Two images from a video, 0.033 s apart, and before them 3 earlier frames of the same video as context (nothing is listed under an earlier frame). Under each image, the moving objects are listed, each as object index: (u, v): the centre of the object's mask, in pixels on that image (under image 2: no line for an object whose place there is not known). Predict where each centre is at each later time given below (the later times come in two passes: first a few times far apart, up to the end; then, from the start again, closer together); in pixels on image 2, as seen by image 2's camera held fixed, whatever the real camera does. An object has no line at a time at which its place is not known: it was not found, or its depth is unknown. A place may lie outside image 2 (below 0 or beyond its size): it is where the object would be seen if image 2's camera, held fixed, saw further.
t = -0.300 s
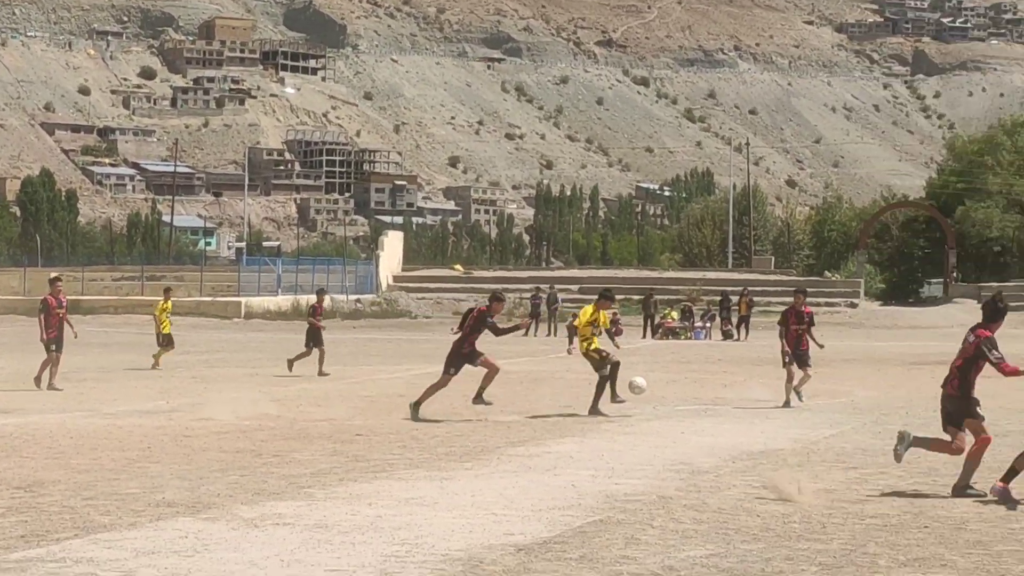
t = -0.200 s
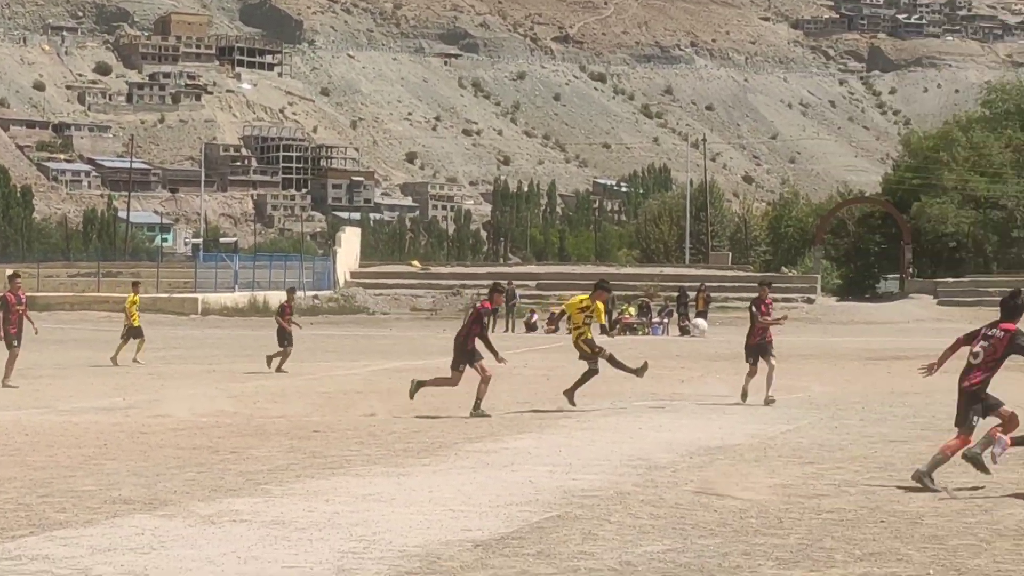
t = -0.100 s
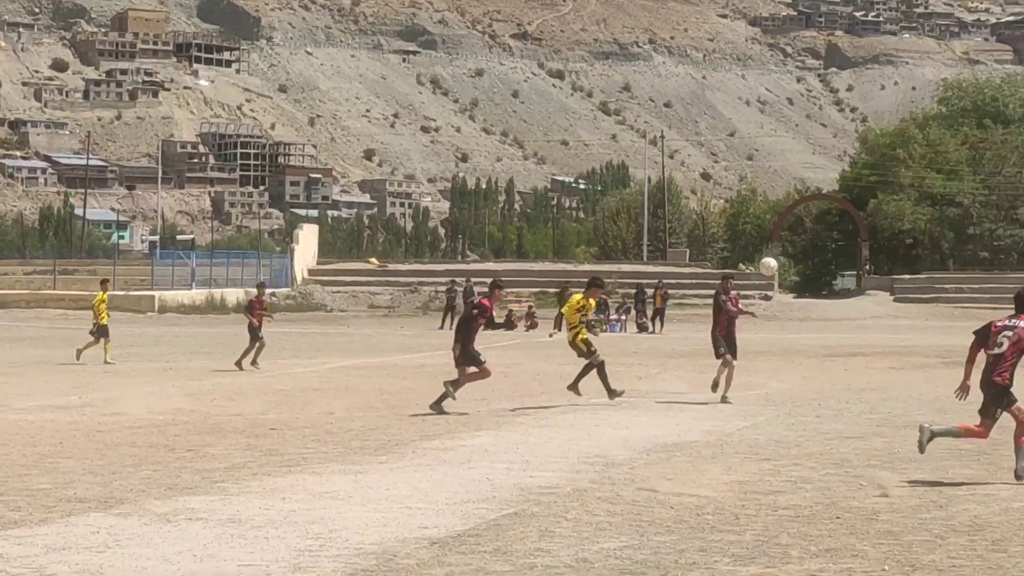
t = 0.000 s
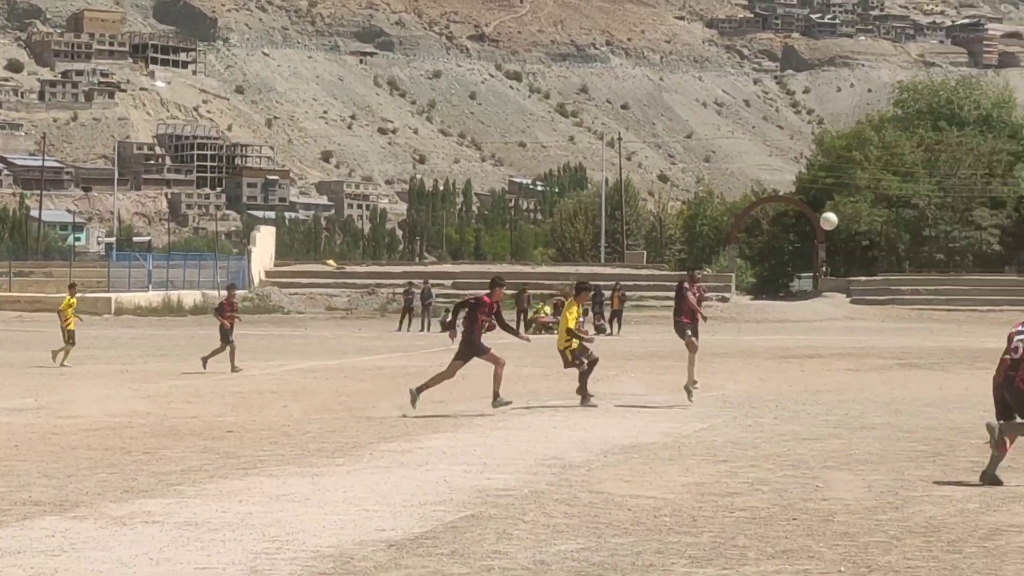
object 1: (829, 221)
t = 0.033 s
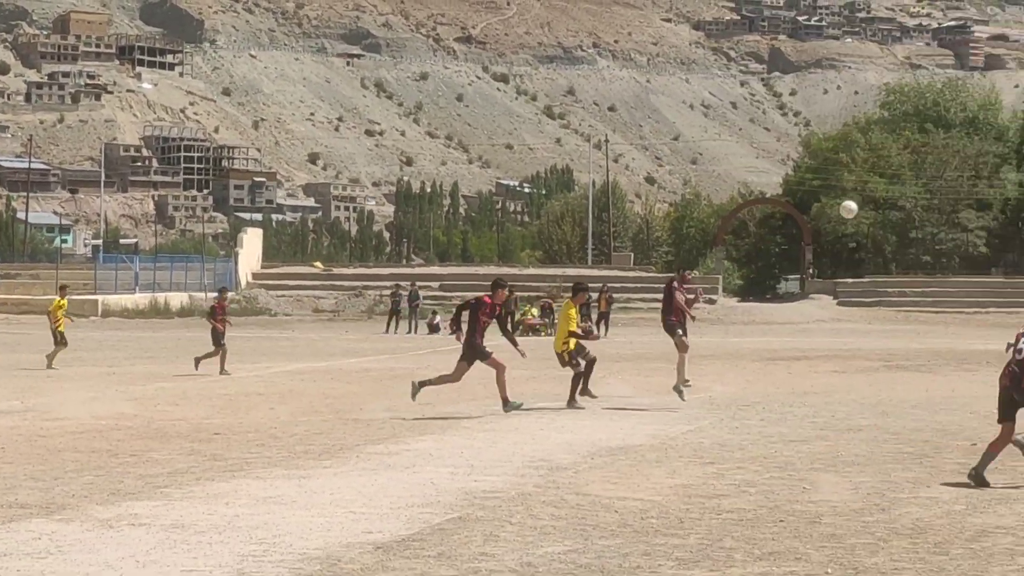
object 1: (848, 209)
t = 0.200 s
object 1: (1004, 153)
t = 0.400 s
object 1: (1173, 113)
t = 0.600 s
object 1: (1324, 102)
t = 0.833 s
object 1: (1484, 123)
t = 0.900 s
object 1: (1528, 135)
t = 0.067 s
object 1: (881, 196)
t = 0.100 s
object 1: (913, 184)
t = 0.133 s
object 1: (944, 173)
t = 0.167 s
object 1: (975, 162)
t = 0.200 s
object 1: (1004, 153)
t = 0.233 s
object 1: (1034, 145)
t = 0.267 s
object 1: (1063, 137)
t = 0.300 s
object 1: (1092, 129)
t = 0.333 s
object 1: (1119, 123)
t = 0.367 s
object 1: (1146, 118)
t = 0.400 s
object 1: (1173, 113)
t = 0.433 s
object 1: (1200, 109)
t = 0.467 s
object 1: (1226, 106)
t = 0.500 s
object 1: (1251, 103)
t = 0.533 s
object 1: (1276, 103)
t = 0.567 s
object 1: (1301, 102)
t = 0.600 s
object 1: (1324, 102)
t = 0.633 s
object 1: (1348, 103)
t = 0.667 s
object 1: (1372, 104)
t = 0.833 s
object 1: (1484, 123)
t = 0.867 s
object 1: (1505, 128)
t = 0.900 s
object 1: (1528, 135)
